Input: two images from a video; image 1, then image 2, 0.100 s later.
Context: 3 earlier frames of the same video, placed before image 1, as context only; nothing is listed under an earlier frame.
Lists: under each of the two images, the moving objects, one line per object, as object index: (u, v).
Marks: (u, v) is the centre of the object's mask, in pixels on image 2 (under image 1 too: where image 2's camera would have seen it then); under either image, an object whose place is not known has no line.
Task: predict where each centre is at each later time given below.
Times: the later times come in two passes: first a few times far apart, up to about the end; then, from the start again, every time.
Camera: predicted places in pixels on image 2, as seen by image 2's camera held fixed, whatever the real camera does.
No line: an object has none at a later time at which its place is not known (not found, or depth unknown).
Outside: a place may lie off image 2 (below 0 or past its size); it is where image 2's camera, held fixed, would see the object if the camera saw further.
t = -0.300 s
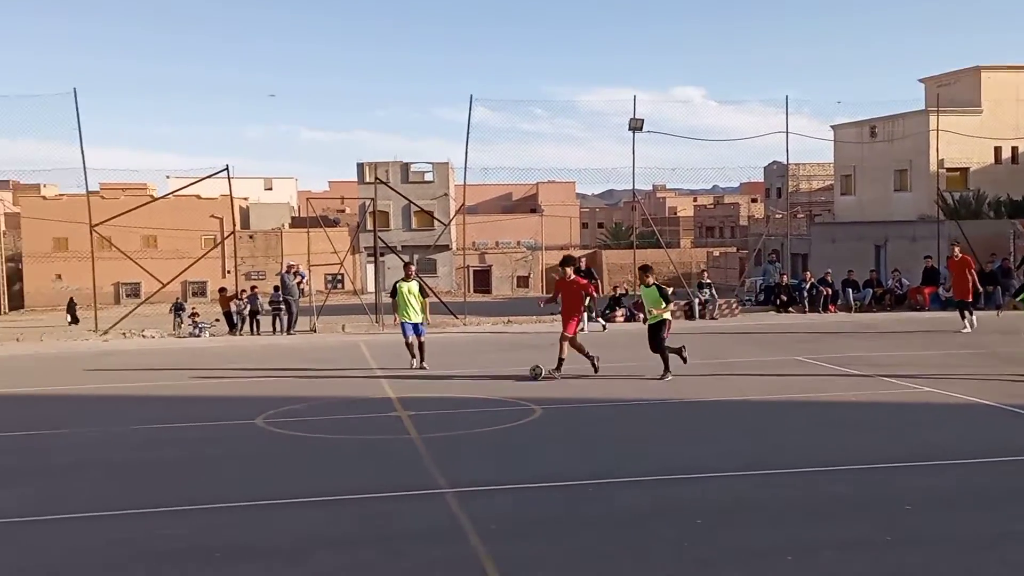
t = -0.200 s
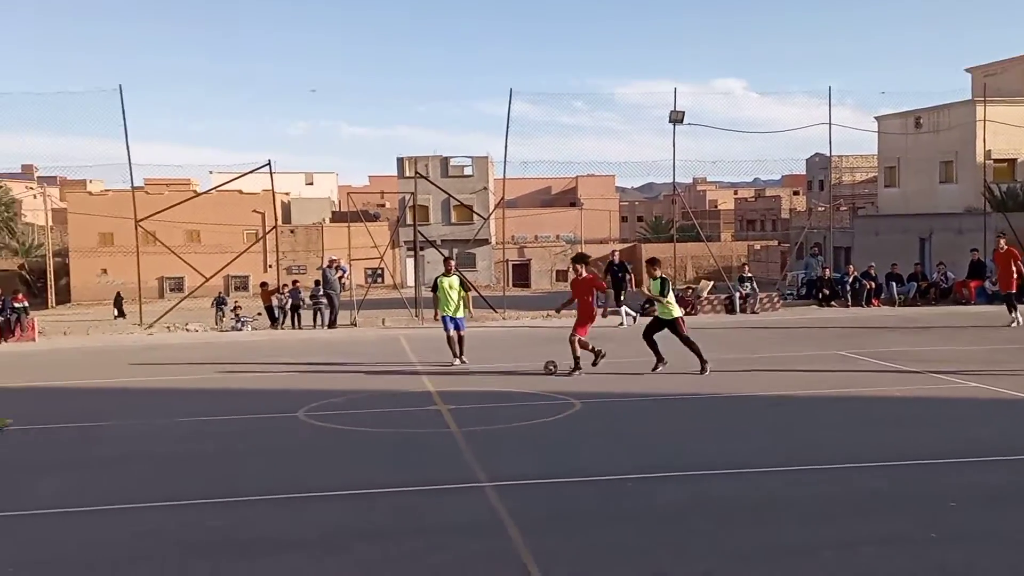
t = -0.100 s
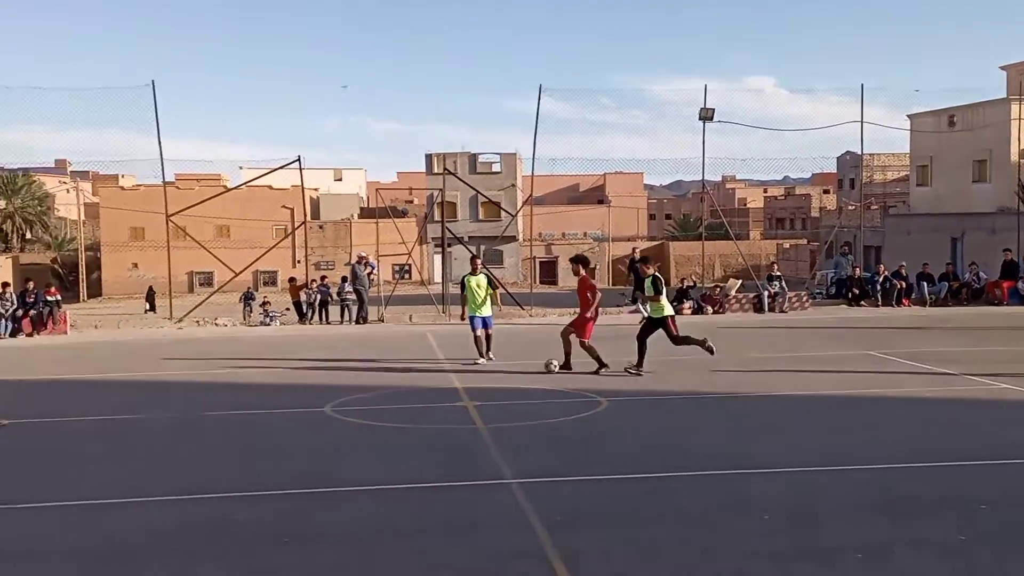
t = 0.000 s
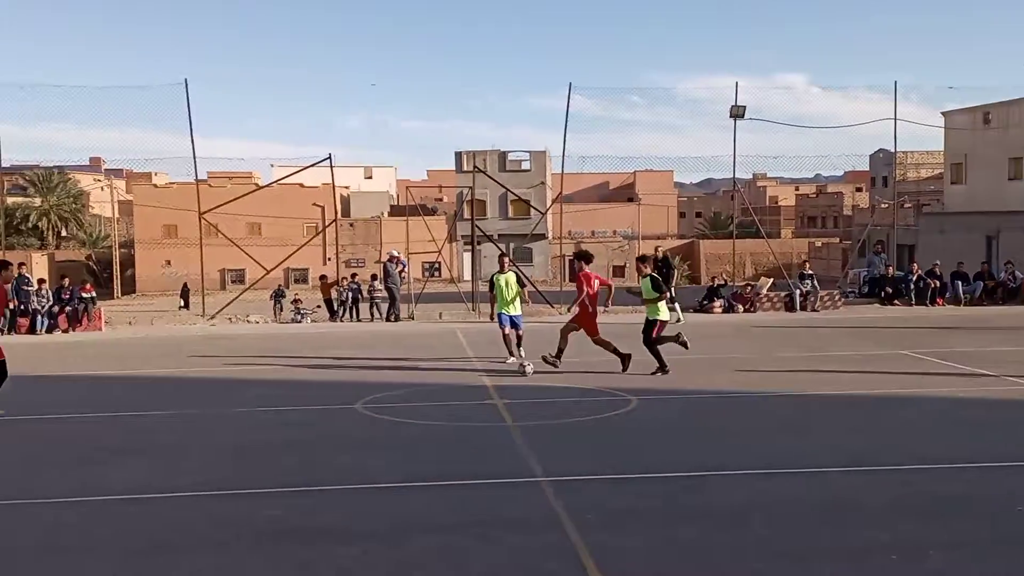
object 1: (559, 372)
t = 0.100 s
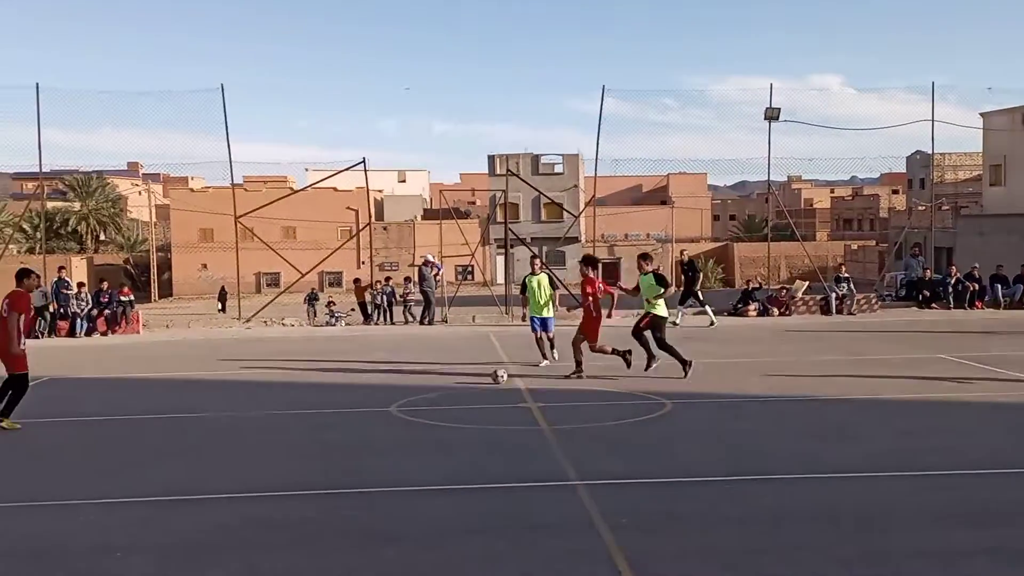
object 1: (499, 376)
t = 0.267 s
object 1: (405, 383)
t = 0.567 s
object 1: (248, 392)
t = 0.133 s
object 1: (480, 377)
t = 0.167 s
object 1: (461, 378)
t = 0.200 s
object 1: (441, 381)
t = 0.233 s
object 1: (423, 381)
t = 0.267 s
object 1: (405, 383)
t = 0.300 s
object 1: (387, 383)
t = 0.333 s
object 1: (371, 385)
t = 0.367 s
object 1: (354, 385)
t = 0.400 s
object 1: (336, 386)
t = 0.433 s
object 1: (319, 388)
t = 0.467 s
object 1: (302, 388)
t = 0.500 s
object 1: (284, 388)
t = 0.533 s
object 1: (266, 389)
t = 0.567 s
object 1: (248, 392)
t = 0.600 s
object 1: (230, 395)
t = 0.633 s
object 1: (211, 395)
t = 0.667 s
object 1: (193, 396)
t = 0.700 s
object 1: (174, 399)
